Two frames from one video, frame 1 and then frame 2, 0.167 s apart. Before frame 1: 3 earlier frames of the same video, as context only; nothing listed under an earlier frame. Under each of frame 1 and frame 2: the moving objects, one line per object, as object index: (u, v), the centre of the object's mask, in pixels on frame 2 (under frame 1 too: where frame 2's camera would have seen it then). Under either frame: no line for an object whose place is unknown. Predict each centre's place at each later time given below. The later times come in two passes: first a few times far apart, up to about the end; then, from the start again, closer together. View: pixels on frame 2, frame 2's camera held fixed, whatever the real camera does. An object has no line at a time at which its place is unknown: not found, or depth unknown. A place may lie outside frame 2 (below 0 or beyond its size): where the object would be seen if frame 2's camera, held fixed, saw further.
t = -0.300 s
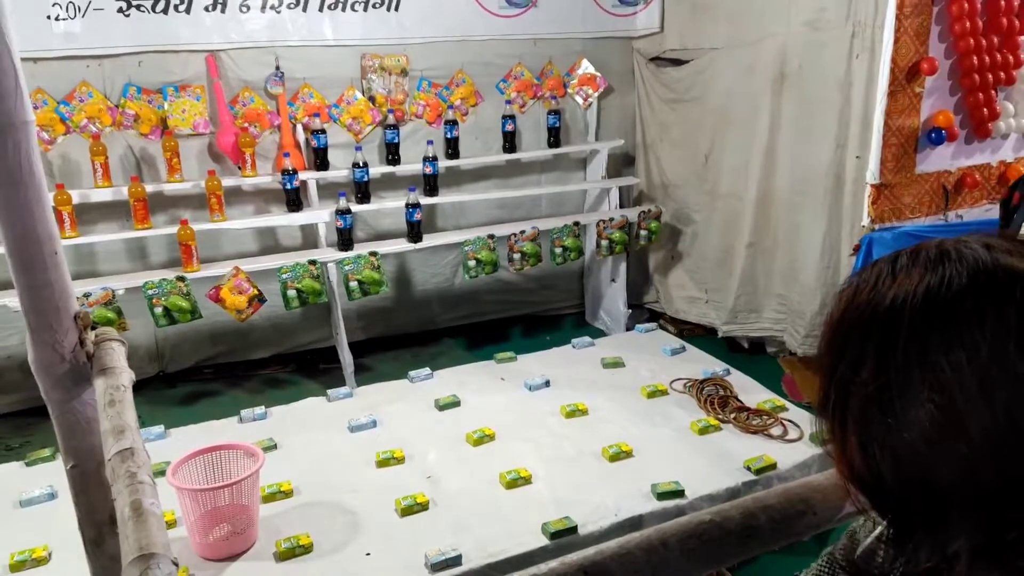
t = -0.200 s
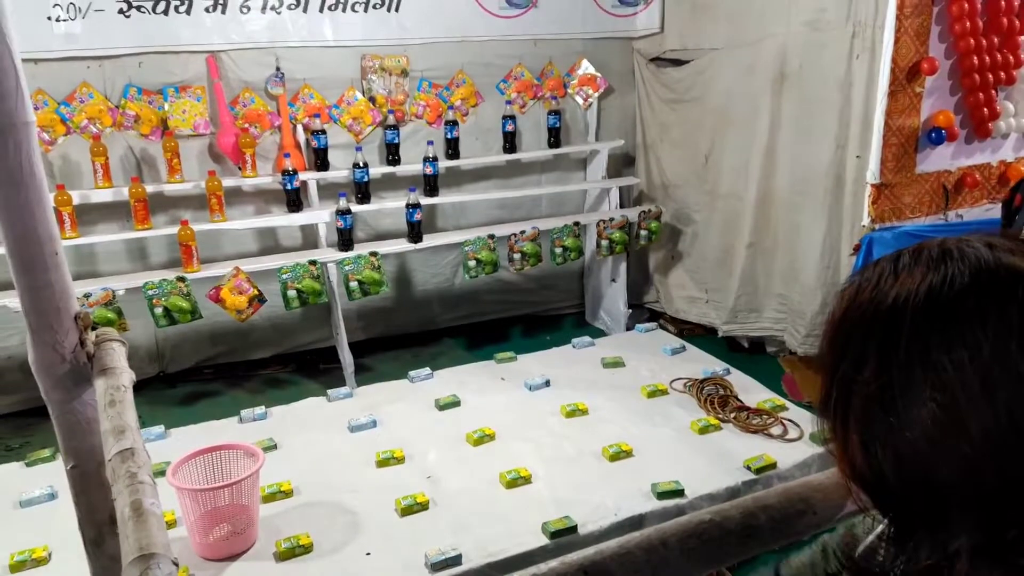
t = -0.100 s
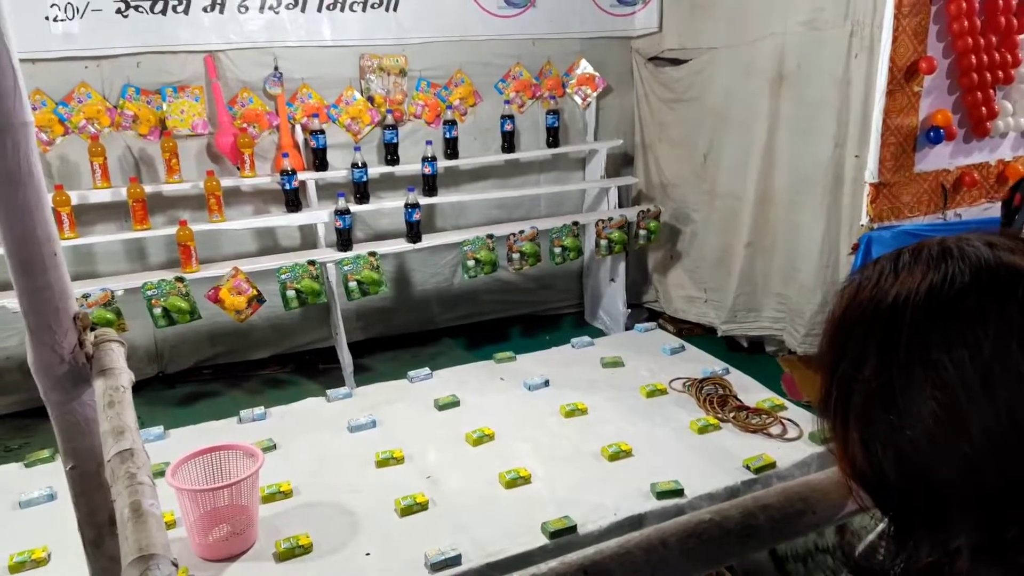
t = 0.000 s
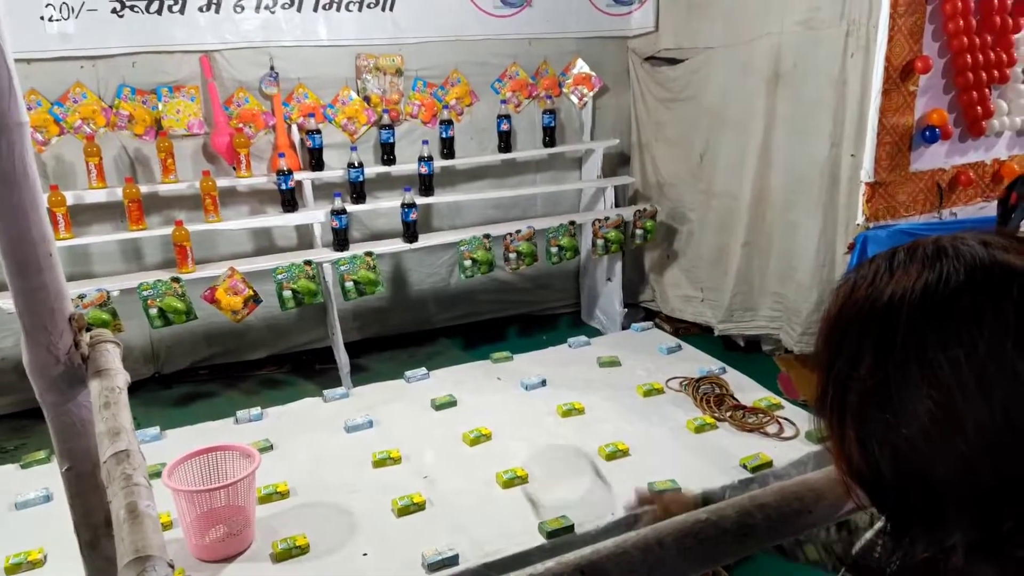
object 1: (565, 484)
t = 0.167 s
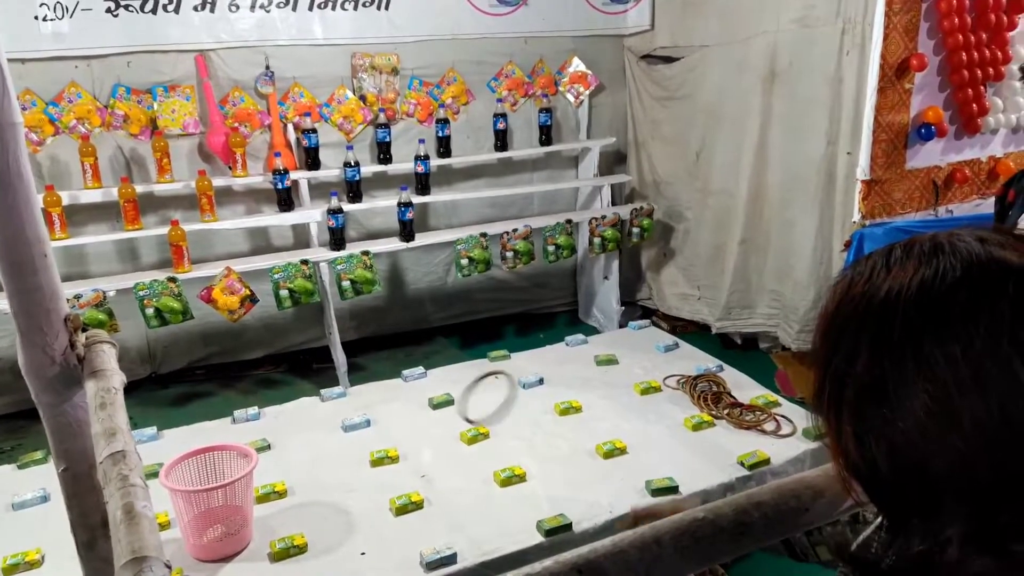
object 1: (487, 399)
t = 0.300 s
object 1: (463, 426)
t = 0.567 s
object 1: (443, 444)
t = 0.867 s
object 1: (446, 437)
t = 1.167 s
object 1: (420, 451)
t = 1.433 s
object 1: (413, 459)
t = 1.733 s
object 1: (415, 471)
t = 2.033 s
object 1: (412, 476)
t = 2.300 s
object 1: (414, 476)
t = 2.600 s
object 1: (414, 476)
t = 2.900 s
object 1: (414, 475)
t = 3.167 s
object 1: (414, 476)
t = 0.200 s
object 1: (478, 397)
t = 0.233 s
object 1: (471, 416)
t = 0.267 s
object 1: (461, 409)
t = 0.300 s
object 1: (463, 426)
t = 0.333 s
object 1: (441, 451)
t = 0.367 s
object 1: (436, 470)
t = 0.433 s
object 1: (435, 498)
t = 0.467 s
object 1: (432, 484)
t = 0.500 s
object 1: (439, 440)
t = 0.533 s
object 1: (436, 441)
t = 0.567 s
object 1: (443, 444)
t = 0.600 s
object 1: (444, 433)
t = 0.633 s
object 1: (443, 423)
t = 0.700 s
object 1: (444, 426)
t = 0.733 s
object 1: (451, 444)
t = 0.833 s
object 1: (450, 439)
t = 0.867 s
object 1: (446, 437)
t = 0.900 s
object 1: (441, 439)
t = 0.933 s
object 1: (439, 439)
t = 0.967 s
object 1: (437, 440)
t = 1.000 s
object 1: (434, 449)
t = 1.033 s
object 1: (432, 451)
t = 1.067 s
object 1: (428, 458)
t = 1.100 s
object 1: (425, 459)
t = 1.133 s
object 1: (423, 456)
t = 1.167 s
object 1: (420, 451)
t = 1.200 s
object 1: (419, 451)
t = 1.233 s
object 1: (418, 451)
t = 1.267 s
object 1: (417, 452)
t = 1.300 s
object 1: (416, 453)
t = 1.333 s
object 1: (416, 454)
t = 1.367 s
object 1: (416, 455)
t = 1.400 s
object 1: (415, 457)
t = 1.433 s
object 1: (413, 459)
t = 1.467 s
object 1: (413, 461)
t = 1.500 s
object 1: (412, 465)
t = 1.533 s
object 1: (412, 473)
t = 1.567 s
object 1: (417, 476)
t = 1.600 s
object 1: (415, 475)
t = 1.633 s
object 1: (414, 475)
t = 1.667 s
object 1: (413, 477)
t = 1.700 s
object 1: (412, 475)
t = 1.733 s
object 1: (415, 471)
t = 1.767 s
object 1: (416, 476)
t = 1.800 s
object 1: (413, 481)
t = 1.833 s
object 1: (414, 482)
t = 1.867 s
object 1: (413, 476)
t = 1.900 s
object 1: (414, 475)
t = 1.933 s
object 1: (414, 482)
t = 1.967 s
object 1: (413, 483)
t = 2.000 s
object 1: (412, 476)
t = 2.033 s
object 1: (412, 476)
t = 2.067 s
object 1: (414, 476)
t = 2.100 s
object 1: (410, 476)
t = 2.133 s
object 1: (411, 476)
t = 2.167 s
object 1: (414, 476)
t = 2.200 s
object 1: (412, 476)
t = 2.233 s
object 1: (414, 476)
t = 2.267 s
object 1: (414, 476)
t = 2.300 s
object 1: (414, 476)
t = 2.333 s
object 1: (414, 476)
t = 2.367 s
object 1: (414, 476)
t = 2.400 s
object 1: (414, 476)
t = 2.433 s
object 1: (413, 476)
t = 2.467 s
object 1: (414, 475)
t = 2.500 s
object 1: (414, 476)
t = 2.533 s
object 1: (414, 476)
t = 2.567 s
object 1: (415, 476)
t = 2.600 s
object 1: (414, 476)
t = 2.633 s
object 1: (414, 476)
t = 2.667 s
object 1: (414, 476)
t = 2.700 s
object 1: (413, 476)
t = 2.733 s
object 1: (412, 476)
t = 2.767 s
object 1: (414, 476)
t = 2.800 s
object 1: (414, 476)
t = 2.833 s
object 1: (412, 476)
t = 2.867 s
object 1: (414, 476)
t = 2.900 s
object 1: (414, 475)
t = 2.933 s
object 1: (412, 475)
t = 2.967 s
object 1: (414, 476)
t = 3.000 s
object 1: (414, 475)
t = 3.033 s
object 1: (414, 476)
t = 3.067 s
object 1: (414, 476)
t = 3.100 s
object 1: (414, 476)
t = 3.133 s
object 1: (412, 476)
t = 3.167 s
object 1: (414, 476)
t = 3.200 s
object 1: (415, 476)
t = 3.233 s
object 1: (412, 476)
